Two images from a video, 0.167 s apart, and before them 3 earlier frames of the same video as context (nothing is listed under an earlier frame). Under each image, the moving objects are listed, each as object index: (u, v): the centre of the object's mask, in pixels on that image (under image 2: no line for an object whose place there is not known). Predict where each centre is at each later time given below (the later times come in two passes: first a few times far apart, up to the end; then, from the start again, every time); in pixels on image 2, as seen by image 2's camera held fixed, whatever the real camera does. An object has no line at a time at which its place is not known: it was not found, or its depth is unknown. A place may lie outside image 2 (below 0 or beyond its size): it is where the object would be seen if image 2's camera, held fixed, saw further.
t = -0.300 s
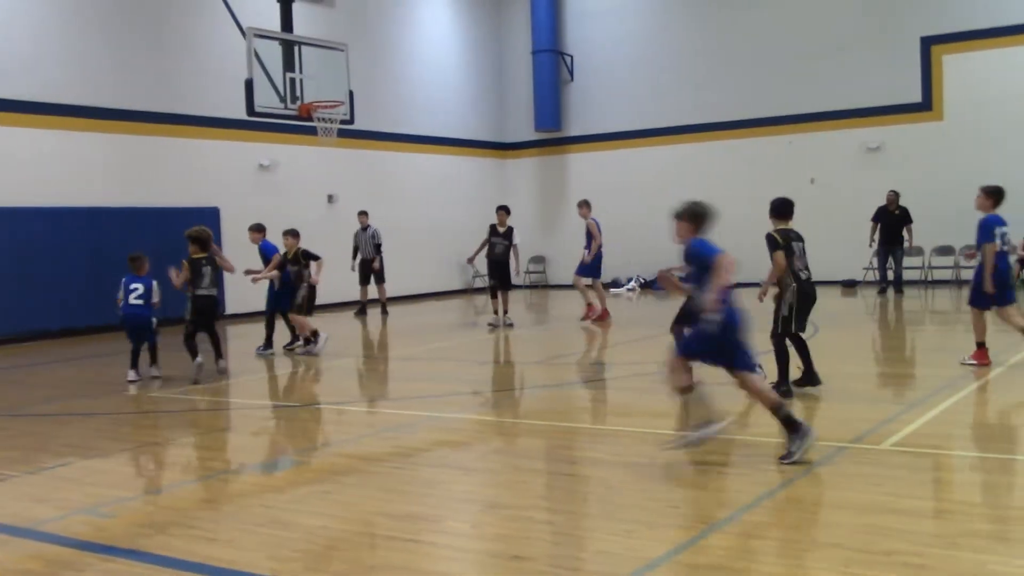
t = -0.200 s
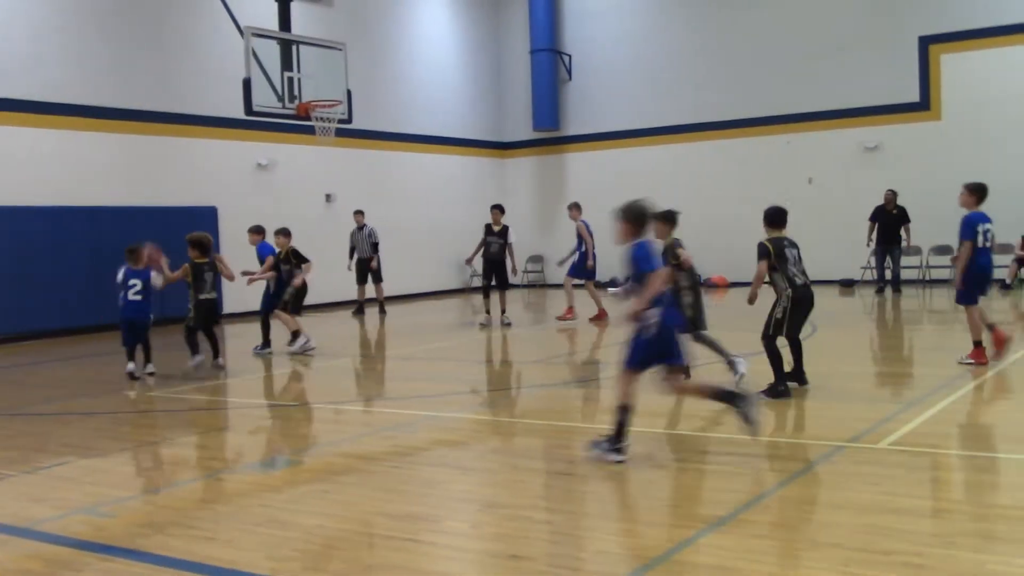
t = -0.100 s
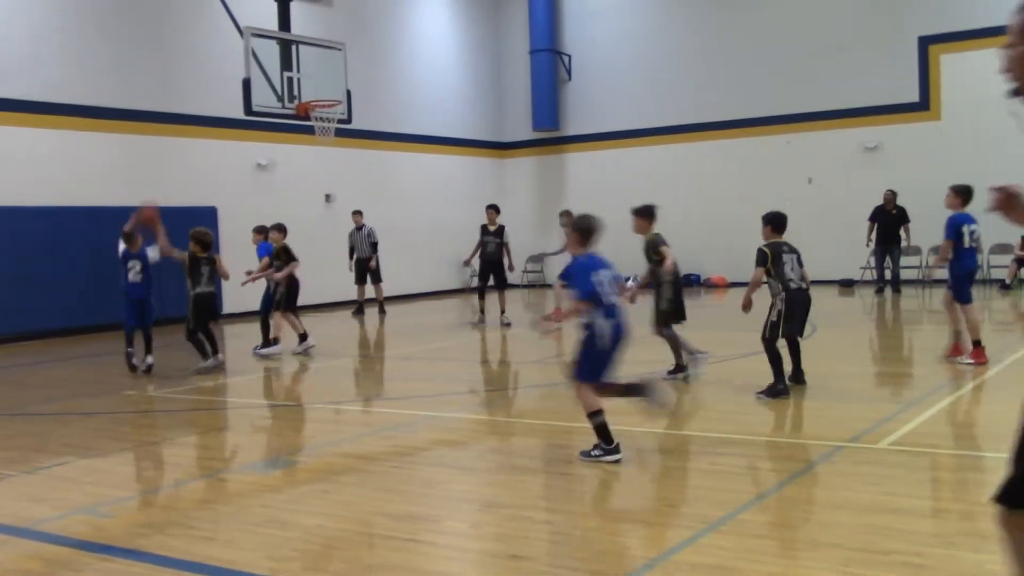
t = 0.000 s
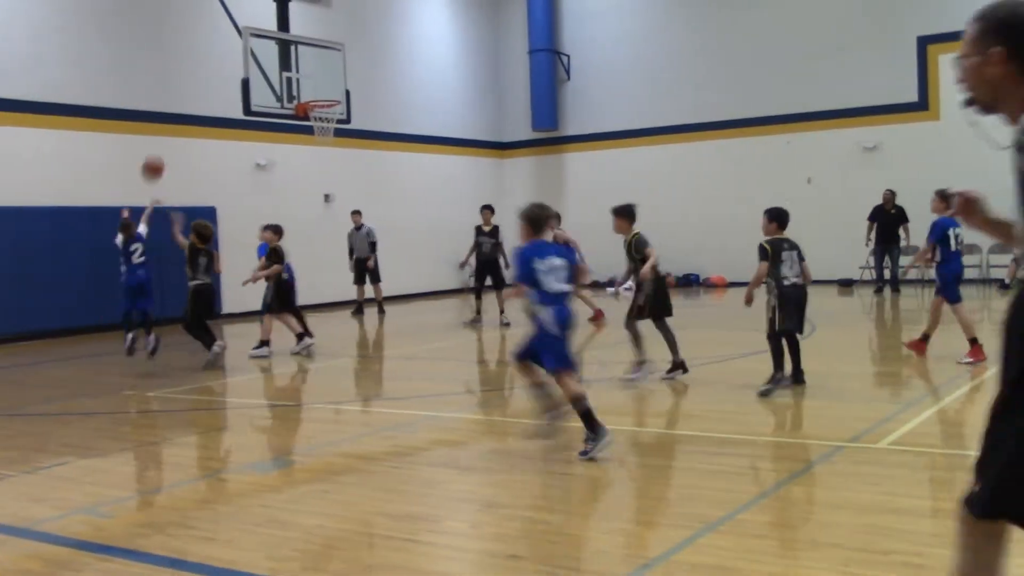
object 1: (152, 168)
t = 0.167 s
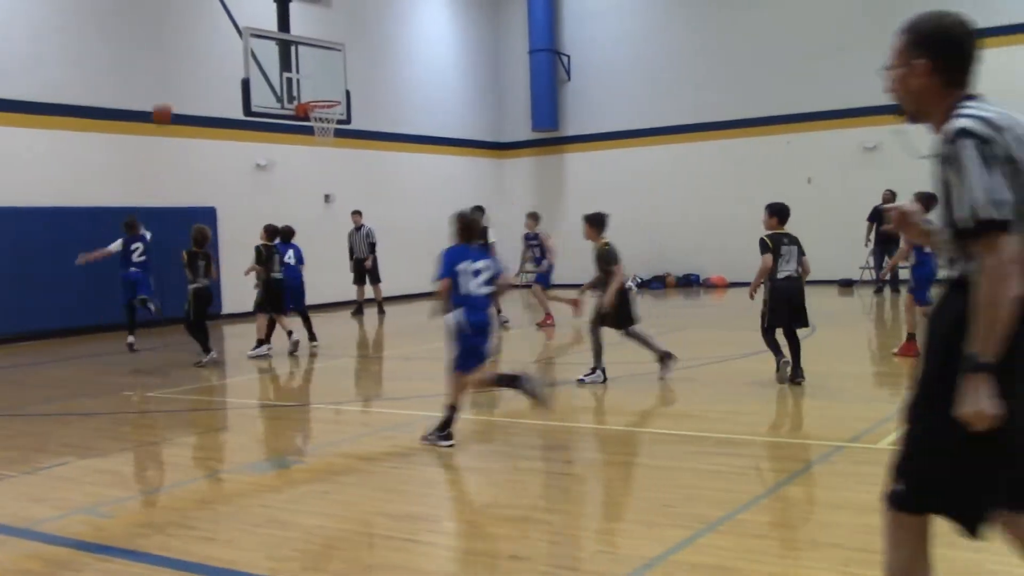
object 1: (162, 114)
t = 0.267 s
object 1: (168, 96)
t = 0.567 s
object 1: (185, 92)
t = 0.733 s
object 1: (193, 117)
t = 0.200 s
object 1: (164, 108)
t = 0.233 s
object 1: (166, 101)
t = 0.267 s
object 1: (168, 96)
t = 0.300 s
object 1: (170, 92)
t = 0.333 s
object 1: (172, 89)
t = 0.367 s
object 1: (174, 87)
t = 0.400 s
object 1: (175, 85)
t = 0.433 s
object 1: (177, 85)
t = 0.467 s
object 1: (179, 86)
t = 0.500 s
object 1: (181, 87)
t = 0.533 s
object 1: (183, 89)
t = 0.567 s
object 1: (185, 92)
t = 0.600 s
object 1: (187, 96)
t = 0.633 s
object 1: (188, 100)
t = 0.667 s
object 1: (190, 106)
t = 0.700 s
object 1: (192, 111)
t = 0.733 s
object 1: (193, 117)
